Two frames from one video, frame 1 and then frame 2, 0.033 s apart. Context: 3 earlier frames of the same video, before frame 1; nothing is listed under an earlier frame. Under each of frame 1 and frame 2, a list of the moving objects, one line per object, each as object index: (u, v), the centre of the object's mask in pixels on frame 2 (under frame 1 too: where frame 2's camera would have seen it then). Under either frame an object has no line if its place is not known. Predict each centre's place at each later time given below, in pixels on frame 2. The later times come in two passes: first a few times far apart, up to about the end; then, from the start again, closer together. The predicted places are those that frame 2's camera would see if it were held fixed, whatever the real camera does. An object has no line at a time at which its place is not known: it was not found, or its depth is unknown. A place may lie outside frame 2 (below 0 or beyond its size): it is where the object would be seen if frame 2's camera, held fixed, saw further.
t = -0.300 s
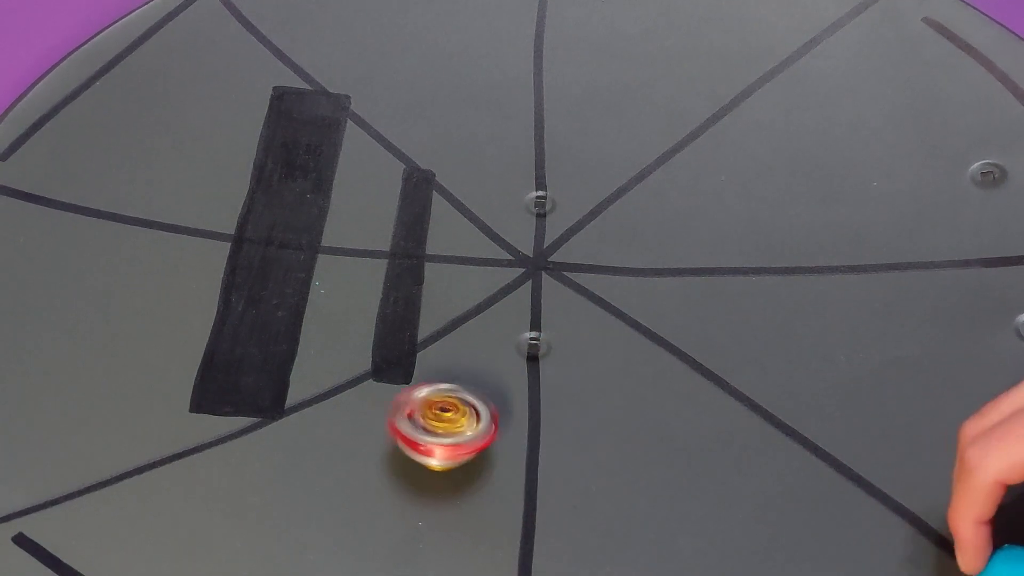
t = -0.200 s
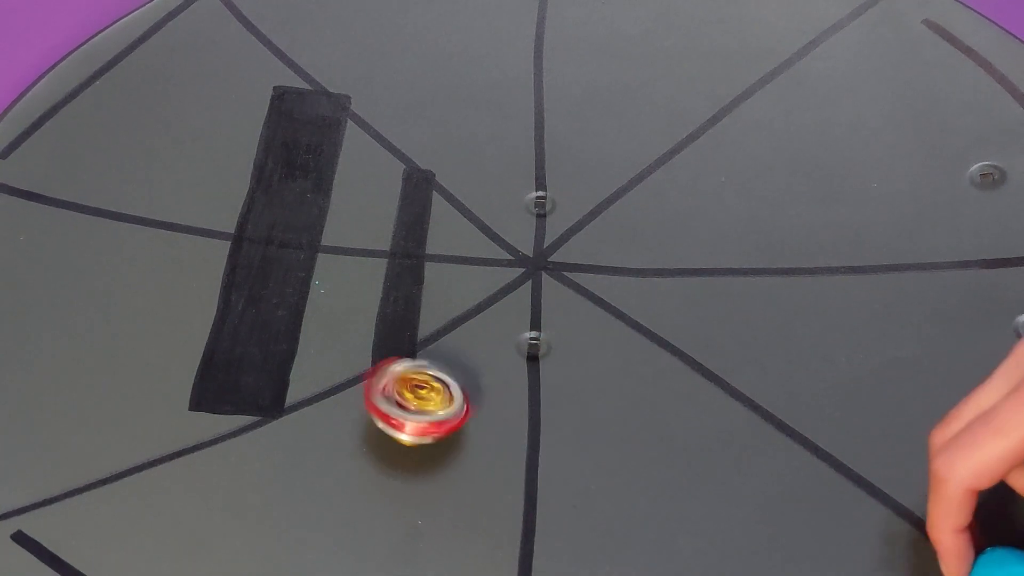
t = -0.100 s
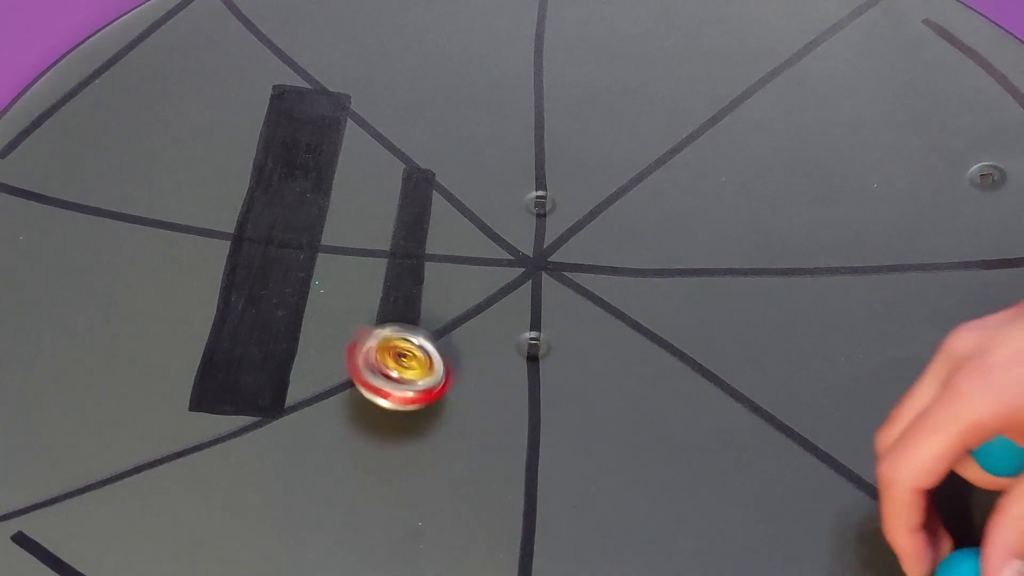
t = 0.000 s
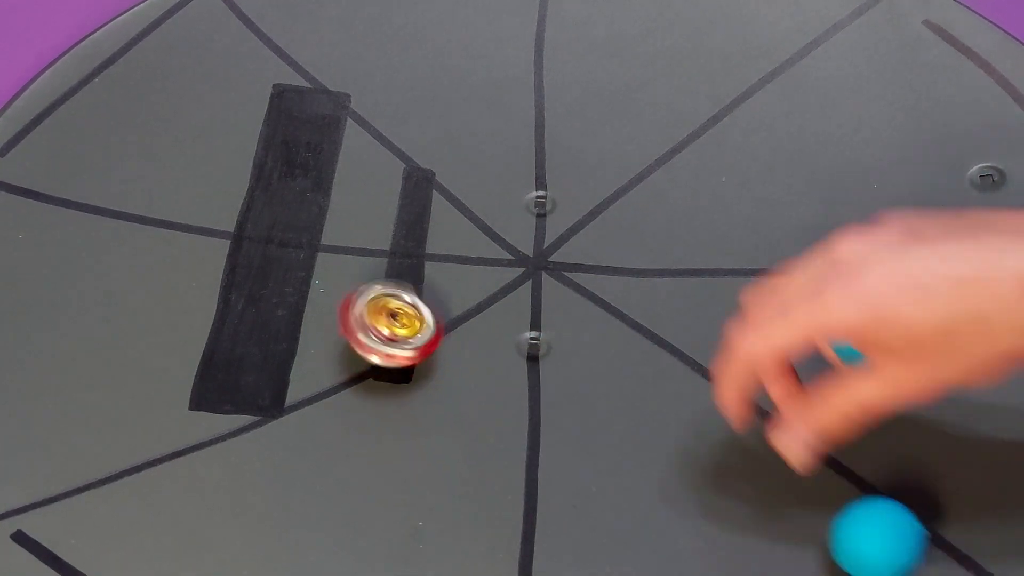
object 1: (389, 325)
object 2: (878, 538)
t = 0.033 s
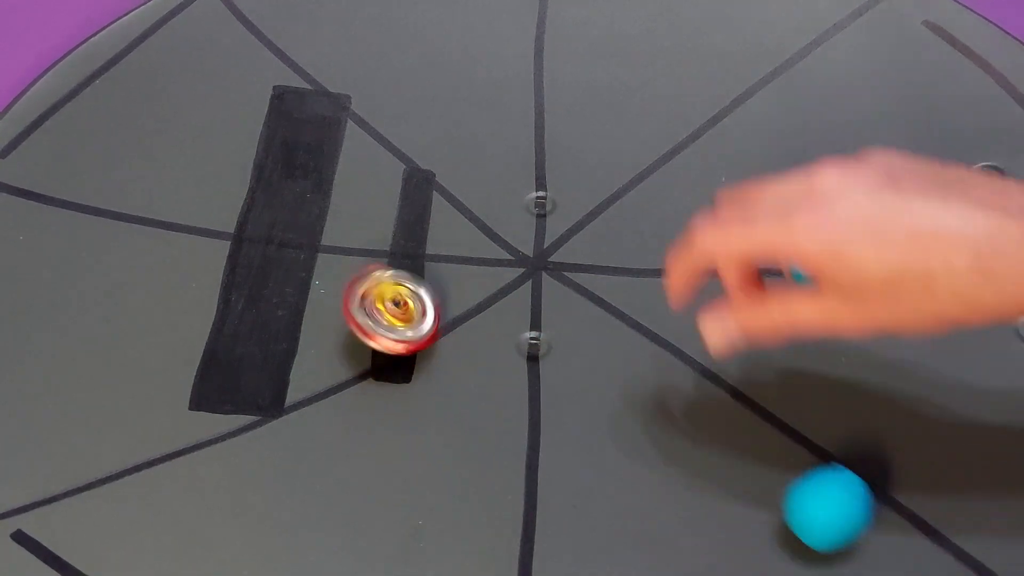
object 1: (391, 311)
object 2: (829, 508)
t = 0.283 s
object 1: (434, 207)
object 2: (535, 273)
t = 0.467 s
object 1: (486, 58)
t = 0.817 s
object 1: (585, 27)
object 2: (423, 316)
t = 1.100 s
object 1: (610, 194)
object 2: (496, 287)
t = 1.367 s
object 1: (588, 423)
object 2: (551, 273)
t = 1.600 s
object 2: (576, 265)
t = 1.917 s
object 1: (442, 416)
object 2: (590, 278)
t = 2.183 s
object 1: (461, 223)
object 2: (589, 276)
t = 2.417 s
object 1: (517, 98)
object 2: (589, 276)
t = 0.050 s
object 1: (391, 304)
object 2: (803, 491)
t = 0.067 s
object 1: (393, 295)
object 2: (779, 477)
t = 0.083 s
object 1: (395, 289)
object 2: (756, 461)
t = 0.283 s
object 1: (434, 207)
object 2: (535, 273)
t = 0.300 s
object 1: (438, 201)
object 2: (520, 258)
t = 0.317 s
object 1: (443, 194)
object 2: (506, 244)
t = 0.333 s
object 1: (448, 186)
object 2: (491, 236)
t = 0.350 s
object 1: (454, 170)
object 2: (481, 246)
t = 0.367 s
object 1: (458, 150)
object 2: (472, 254)
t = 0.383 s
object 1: (462, 130)
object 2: (465, 257)
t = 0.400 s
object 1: (467, 116)
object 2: (457, 260)
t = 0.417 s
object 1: (471, 101)
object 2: (449, 265)
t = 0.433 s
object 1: (476, 84)
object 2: (442, 269)
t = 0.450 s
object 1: (483, 72)
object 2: (434, 273)
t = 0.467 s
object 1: (486, 58)
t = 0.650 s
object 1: (543, 13)
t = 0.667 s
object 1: (548, 13)
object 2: (393, 315)
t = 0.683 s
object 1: (552, 14)
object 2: (394, 317)
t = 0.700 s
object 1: (556, 14)
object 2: (395, 318)
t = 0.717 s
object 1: (558, 15)
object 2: (398, 319)
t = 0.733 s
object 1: (564, 16)
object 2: (401, 320)
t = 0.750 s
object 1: (568, 18)
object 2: (404, 321)
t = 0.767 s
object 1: (572, 20)
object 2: (409, 321)
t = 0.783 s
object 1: (575, 22)
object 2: (414, 319)
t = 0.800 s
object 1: (579, 23)
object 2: (418, 318)
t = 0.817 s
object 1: (585, 27)
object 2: (423, 316)
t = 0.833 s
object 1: (588, 32)
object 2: (427, 314)
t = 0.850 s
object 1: (593, 35)
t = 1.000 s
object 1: (610, 116)
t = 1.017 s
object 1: (610, 128)
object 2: (469, 294)
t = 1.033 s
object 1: (611, 140)
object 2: (474, 293)
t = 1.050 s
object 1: (611, 154)
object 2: (479, 292)
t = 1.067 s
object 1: (611, 167)
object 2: (485, 290)
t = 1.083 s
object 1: (611, 180)
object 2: (491, 289)
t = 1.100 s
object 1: (610, 194)
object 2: (496, 287)
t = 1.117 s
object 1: (610, 208)
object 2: (501, 286)
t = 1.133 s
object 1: (610, 224)
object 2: (507, 285)
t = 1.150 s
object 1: (609, 238)
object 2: (512, 283)
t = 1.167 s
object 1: (609, 252)
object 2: (517, 283)
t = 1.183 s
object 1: (609, 267)
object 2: (522, 282)
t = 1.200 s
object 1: (608, 282)
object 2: (526, 281)
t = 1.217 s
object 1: (606, 298)
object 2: (530, 280)
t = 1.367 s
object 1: (588, 423)
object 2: (551, 273)
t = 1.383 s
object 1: (585, 436)
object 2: (552, 272)
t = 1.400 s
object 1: (582, 449)
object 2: (553, 272)
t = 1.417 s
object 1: (578, 460)
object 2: (554, 271)
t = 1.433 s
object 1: (574, 470)
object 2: (555, 271)
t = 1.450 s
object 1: (570, 480)
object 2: (556, 270)
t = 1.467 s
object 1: (566, 489)
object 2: (557, 269)
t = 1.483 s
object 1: (561, 498)
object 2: (559, 269)
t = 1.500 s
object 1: (555, 505)
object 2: (561, 268)
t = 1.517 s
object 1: (551, 511)
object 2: (563, 268)
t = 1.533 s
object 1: (546, 516)
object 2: (566, 267)
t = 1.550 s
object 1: (540, 520)
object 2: (568, 267)
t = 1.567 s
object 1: (536, 525)
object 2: (571, 266)
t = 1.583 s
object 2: (573, 265)
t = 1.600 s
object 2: (576, 265)
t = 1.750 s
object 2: (587, 269)
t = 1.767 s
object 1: (470, 497)
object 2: (587, 271)
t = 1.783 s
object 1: (467, 491)
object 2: (586, 272)
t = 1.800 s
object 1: (463, 484)
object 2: (586, 274)
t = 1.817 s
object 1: (459, 474)
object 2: (586, 275)
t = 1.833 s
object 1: (454, 466)
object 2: (587, 276)
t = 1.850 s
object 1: (451, 457)
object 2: (587, 277)
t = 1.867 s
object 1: (449, 448)
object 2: (588, 278)
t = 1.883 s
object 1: (446, 438)
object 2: (589, 278)
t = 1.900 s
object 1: (443, 427)
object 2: (590, 278)
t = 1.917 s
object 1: (442, 416)
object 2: (590, 278)
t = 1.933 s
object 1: (440, 405)
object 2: (590, 277)
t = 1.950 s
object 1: (439, 393)
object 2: (590, 277)
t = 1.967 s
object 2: (590, 276)
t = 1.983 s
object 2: (590, 276)
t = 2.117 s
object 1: (450, 271)
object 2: (589, 276)
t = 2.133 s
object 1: (452, 259)
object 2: (589, 276)
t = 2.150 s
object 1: (455, 247)
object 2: (589, 276)
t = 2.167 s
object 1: (457, 236)
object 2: (589, 276)
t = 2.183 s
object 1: (461, 223)
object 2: (589, 276)
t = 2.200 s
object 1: (464, 213)
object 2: (589, 276)
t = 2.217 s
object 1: (467, 202)
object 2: (589, 276)
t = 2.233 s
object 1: (471, 190)
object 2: (589, 276)
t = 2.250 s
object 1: (474, 182)
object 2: (590, 276)
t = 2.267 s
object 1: (478, 171)
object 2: (589, 276)
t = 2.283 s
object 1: (483, 161)
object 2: (589, 276)
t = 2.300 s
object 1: (487, 152)
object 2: (589, 276)
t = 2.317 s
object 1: (490, 143)
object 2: (589, 276)
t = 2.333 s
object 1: (496, 133)
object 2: (589, 276)
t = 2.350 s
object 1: (499, 128)
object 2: (589, 276)
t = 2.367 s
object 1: (505, 119)
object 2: (589, 276)
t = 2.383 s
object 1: (509, 110)
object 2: (589, 276)
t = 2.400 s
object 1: (513, 105)
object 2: (589, 276)
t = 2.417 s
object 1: (517, 98)
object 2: (589, 276)
